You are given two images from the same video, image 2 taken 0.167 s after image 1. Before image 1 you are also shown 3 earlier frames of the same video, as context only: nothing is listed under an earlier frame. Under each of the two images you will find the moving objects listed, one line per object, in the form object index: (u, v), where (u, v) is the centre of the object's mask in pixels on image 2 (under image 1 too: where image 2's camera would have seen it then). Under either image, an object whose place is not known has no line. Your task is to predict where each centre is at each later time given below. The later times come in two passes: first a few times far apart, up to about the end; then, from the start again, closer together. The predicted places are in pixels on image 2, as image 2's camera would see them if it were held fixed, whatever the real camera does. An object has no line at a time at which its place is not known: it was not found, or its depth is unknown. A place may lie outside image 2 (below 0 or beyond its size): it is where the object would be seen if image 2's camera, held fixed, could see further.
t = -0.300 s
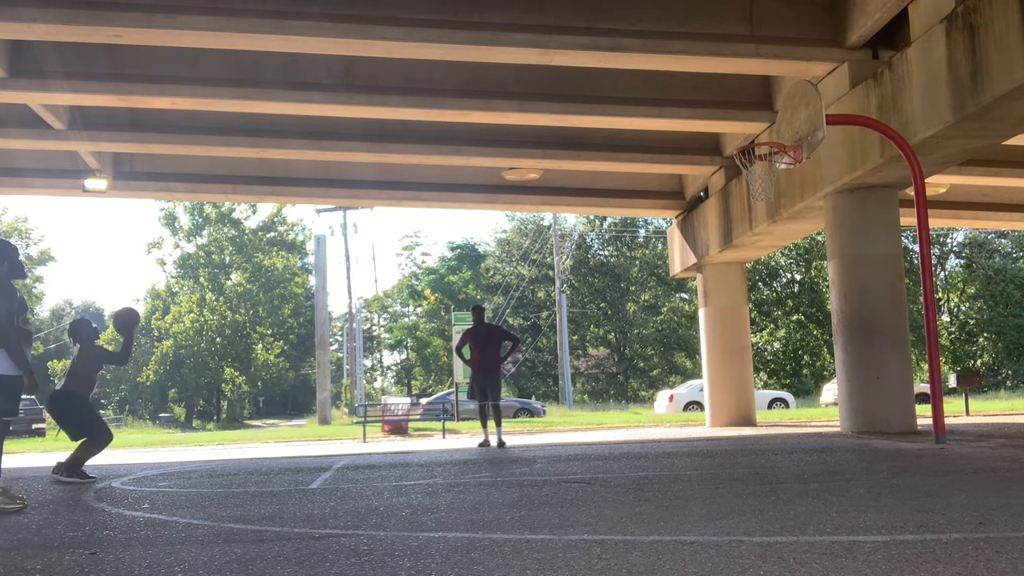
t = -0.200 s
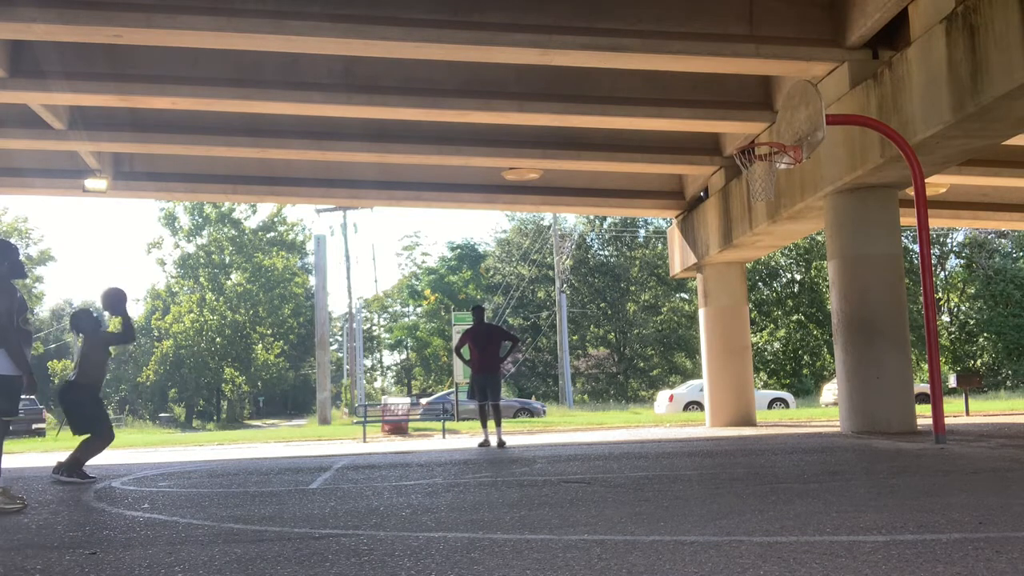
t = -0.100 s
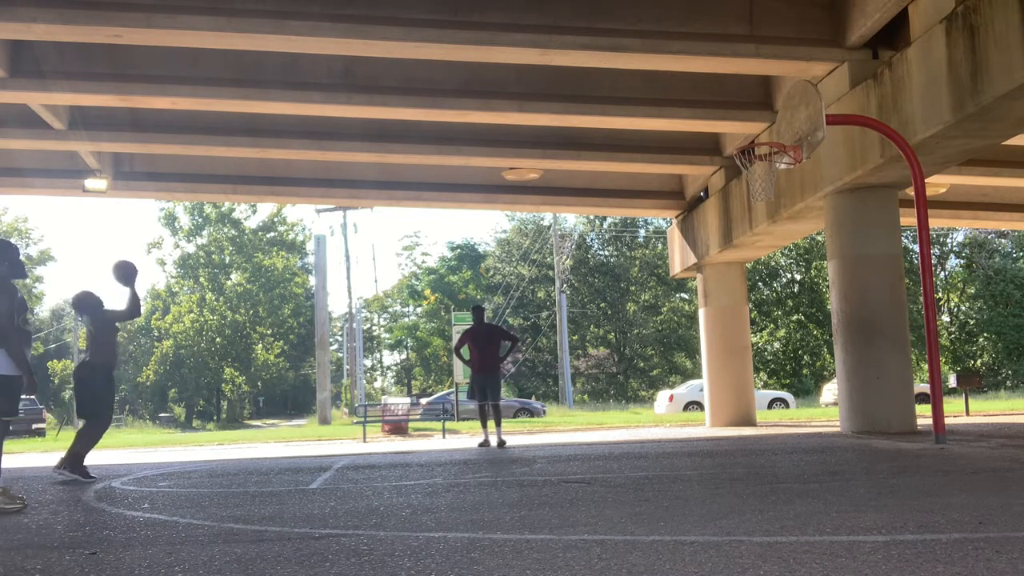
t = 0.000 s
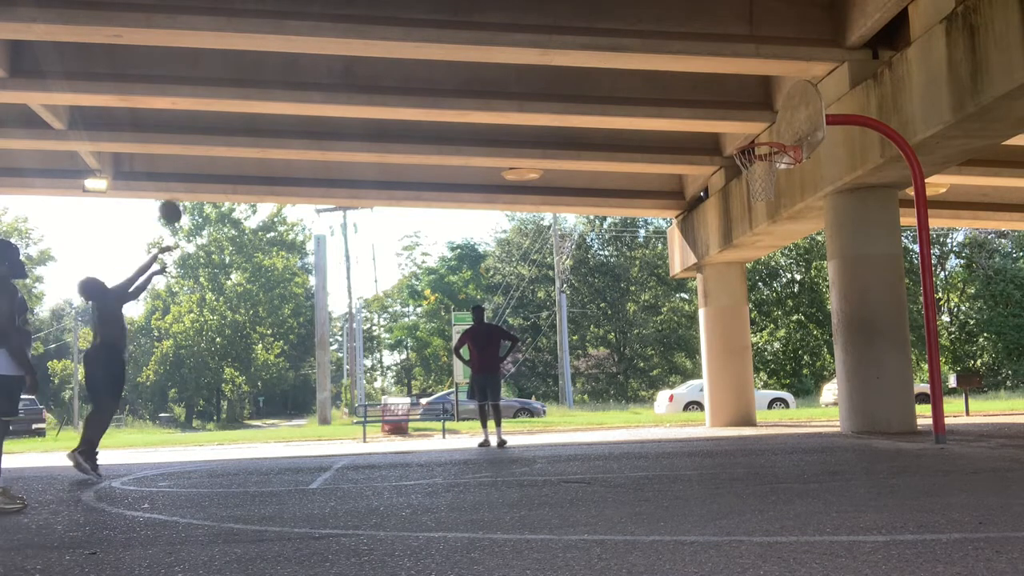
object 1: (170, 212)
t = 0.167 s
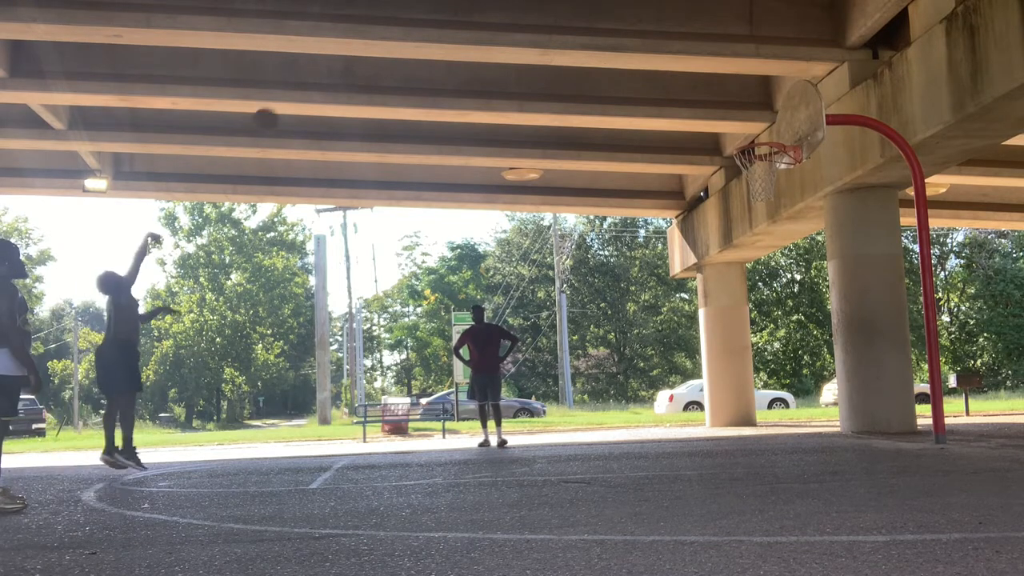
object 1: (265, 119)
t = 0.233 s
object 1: (302, 93)
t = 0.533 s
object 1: (462, 20)
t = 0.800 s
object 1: (601, 30)
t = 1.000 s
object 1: (704, 81)
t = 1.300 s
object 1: (777, 87)
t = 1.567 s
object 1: (781, 64)
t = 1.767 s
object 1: (784, 84)
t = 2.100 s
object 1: (800, 197)
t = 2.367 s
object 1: (813, 347)
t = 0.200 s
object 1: (284, 104)
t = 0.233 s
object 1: (302, 93)
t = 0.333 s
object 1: (357, 59)
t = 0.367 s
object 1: (374, 50)
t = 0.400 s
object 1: (392, 42)
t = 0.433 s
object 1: (410, 36)
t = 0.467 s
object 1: (427, 31)
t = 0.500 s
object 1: (446, 24)
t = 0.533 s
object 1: (462, 20)
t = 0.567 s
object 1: (479, 18)
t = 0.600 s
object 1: (497, 19)
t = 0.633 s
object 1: (513, 18)
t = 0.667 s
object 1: (531, 18)
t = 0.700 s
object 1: (548, 19)
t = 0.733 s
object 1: (565, 22)
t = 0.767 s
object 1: (582, 26)
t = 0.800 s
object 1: (601, 30)
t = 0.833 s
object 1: (617, 35)
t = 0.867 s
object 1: (635, 43)
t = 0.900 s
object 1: (652, 50)
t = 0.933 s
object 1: (669, 59)
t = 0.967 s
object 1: (686, 68)
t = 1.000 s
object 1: (704, 81)
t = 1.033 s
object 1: (722, 93)
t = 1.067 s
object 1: (741, 105)
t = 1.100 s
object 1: (757, 119)
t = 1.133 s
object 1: (775, 133)
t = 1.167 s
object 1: (777, 126)
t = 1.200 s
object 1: (777, 114)
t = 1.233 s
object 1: (776, 103)
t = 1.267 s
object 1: (777, 95)
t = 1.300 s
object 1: (777, 87)
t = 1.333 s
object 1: (777, 80)
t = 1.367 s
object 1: (778, 75)
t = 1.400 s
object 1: (778, 70)
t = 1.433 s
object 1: (779, 67)
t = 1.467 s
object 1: (779, 64)
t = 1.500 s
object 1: (779, 63)
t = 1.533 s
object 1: (780, 63)
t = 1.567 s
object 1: (781, 64)
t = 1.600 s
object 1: (782, 65)
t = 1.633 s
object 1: (782, 67)
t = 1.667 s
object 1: (784, 70)
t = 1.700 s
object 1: (785, 75)
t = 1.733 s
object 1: (785, 79)
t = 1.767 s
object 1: (784, 84)
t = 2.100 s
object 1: (800, 197)
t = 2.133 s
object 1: (802, 212)
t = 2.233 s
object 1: (807, 265)
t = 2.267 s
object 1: (809, 285)
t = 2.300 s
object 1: (811, 304)
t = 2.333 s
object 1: (812, 324)
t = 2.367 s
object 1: (813, 347)
